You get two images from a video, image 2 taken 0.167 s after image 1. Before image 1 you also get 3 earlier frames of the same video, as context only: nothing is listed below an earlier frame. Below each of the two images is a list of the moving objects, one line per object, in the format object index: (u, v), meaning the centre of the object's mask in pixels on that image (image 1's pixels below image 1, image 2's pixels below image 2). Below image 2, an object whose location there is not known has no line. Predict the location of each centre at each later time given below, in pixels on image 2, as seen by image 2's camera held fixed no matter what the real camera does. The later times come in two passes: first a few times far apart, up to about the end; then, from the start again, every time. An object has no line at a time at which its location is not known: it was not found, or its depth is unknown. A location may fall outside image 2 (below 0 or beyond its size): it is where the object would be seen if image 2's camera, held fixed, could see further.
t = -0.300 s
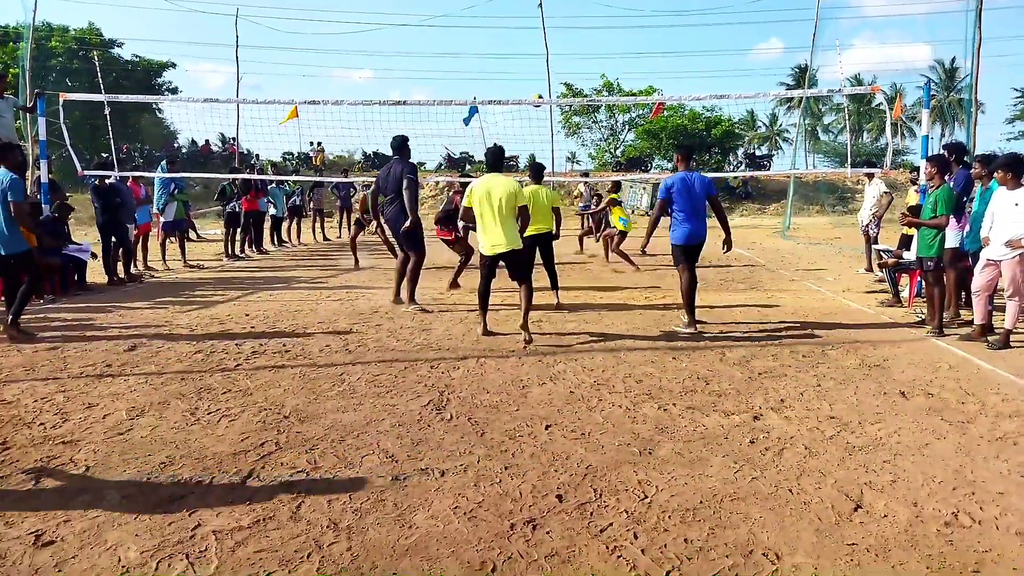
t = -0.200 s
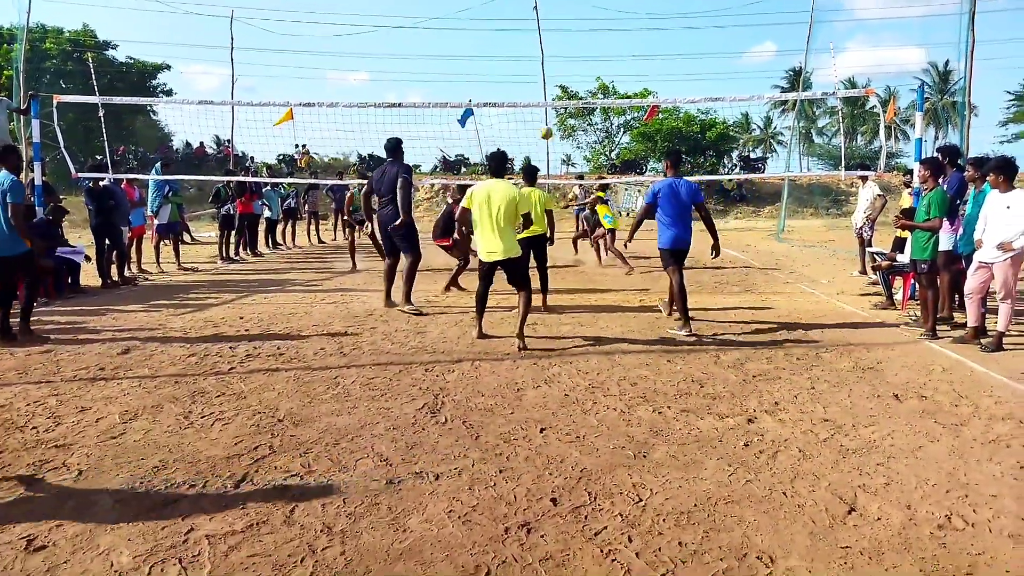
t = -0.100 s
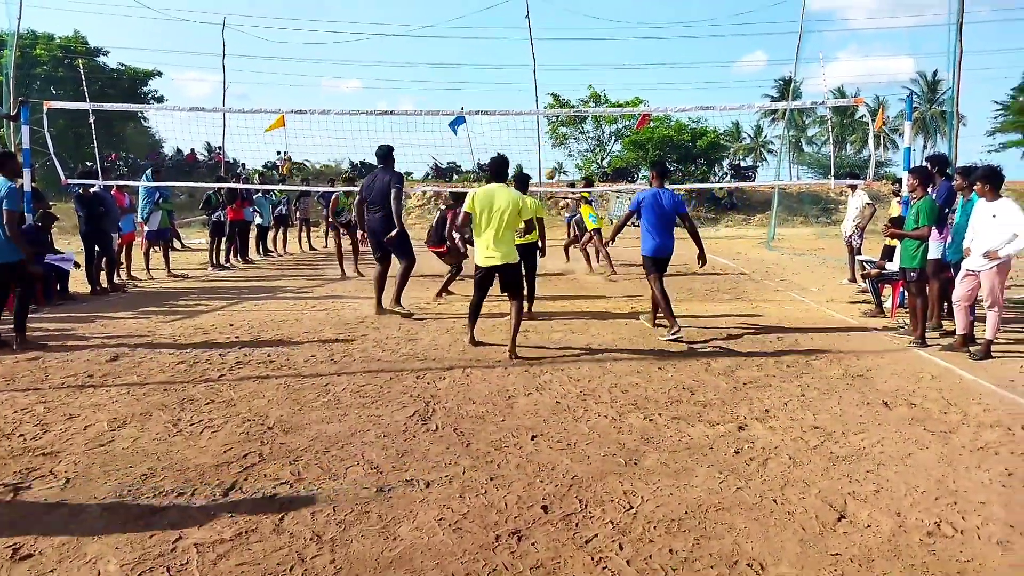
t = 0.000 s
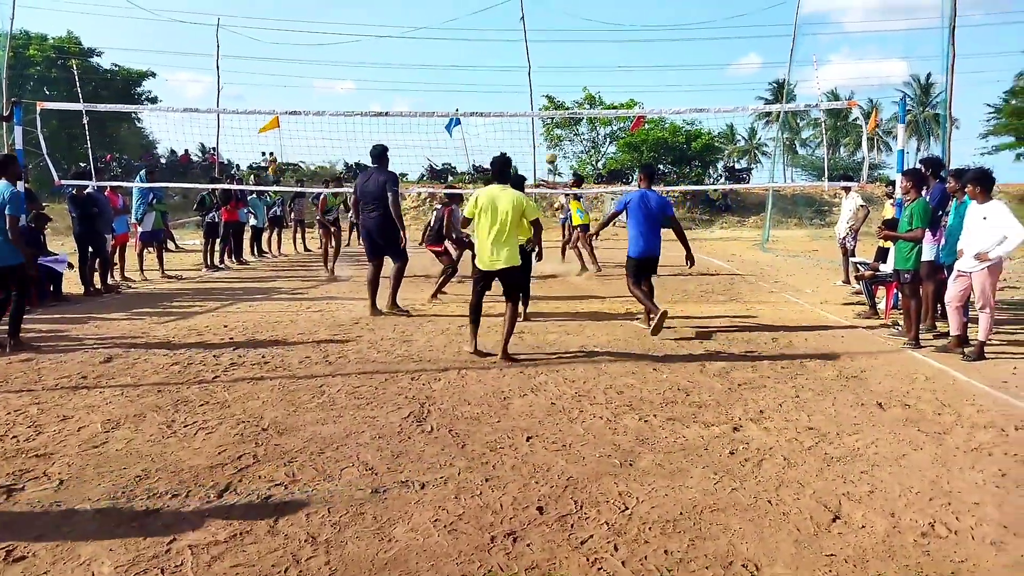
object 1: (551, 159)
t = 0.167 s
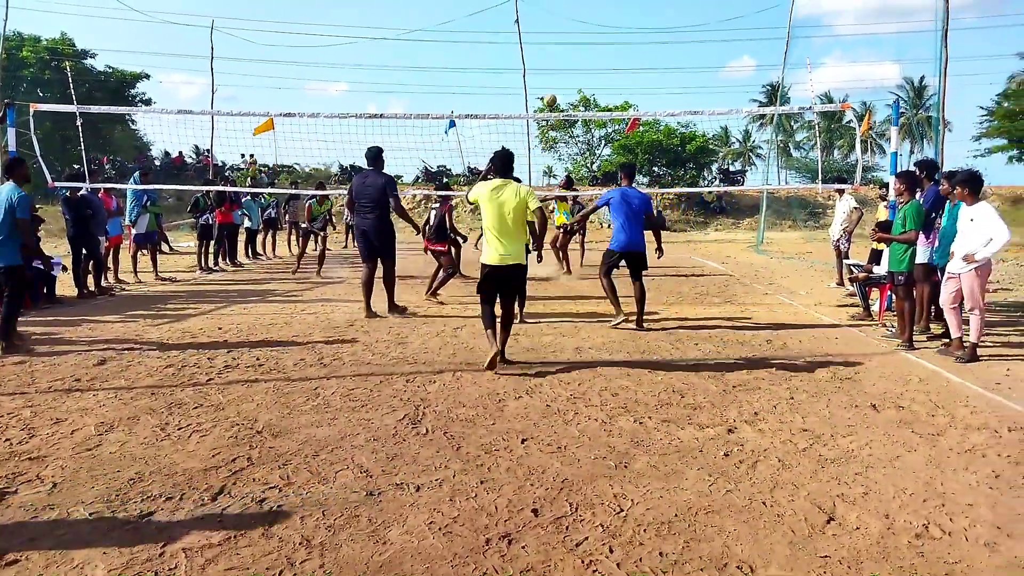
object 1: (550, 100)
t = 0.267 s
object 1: (554, 71)
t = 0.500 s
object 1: (561, 24)
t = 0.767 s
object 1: (569, 12)
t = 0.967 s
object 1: (574, 38)
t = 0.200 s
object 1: (552, 90)
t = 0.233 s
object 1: (553, 80)
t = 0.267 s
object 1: (554, 71)
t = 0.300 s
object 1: (555, 62)
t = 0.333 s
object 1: (556, 55)
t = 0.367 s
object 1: (557, 47)
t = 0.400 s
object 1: (558, 40)
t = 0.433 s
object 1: (559, 34)
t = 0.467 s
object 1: (560, 28)
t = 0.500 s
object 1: (561, 24)
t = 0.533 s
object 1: (562, 19)
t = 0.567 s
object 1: (564, 16)
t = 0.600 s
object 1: (565, 14)
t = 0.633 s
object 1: (566, 12)
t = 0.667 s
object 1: (567, 11)
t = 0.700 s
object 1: (567, 10)
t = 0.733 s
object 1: (569, 11)
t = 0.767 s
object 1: (569, 12)
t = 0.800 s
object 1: (570, 14)
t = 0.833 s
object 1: (572, 17)
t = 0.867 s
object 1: (572, 21)
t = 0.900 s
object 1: (573, 26)
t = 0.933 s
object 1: (574, 31)
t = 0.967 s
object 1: (574, 38)
